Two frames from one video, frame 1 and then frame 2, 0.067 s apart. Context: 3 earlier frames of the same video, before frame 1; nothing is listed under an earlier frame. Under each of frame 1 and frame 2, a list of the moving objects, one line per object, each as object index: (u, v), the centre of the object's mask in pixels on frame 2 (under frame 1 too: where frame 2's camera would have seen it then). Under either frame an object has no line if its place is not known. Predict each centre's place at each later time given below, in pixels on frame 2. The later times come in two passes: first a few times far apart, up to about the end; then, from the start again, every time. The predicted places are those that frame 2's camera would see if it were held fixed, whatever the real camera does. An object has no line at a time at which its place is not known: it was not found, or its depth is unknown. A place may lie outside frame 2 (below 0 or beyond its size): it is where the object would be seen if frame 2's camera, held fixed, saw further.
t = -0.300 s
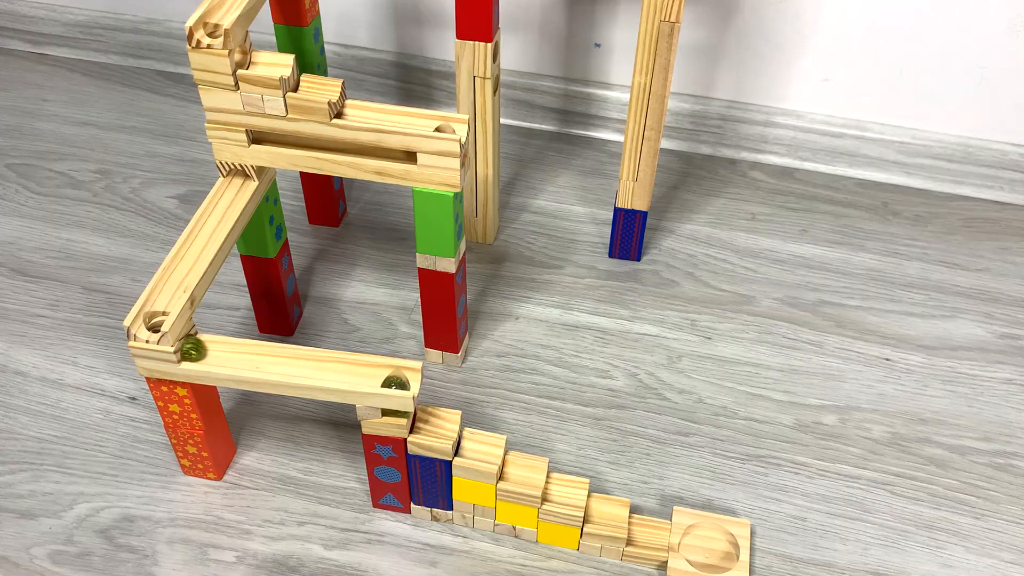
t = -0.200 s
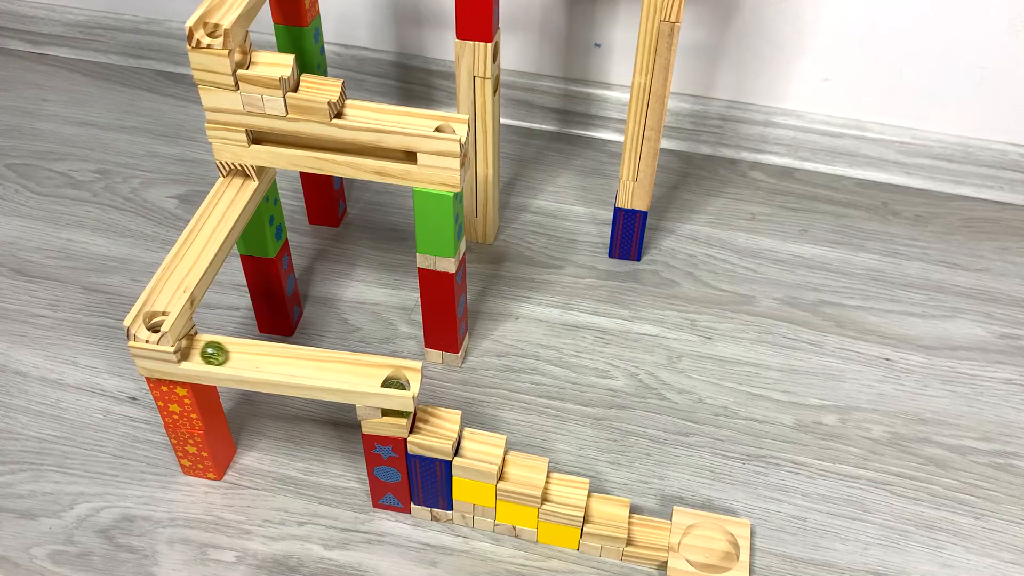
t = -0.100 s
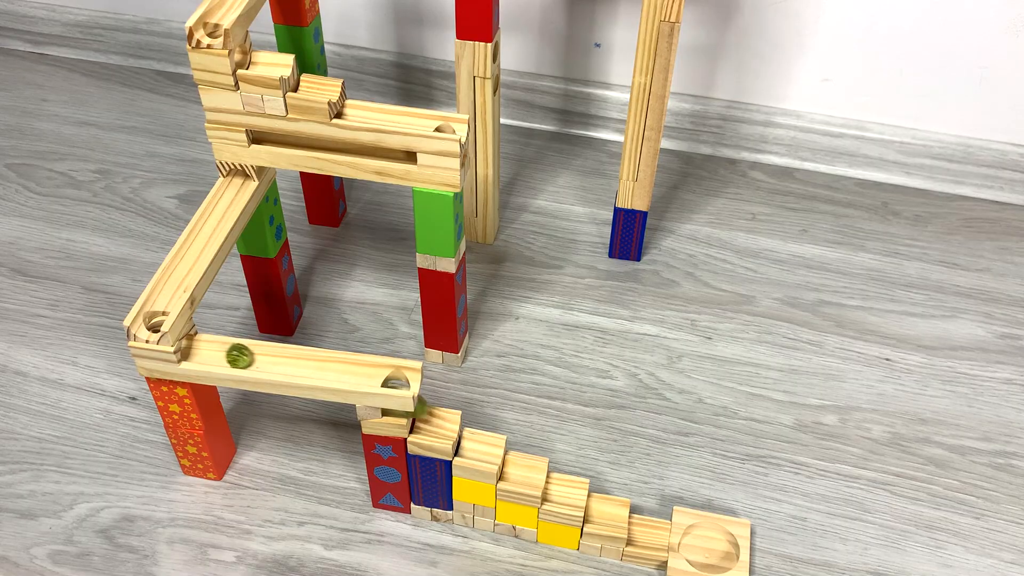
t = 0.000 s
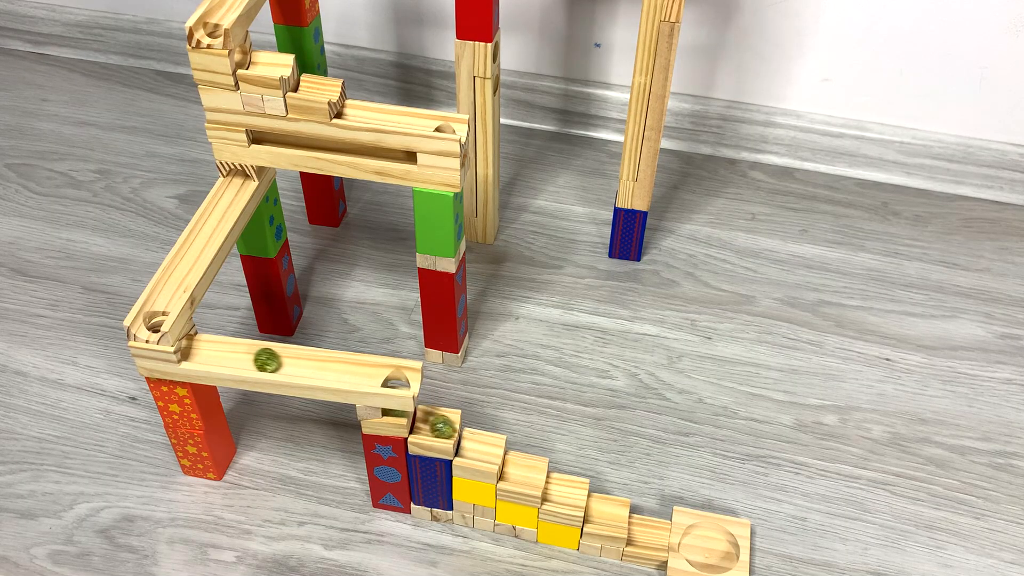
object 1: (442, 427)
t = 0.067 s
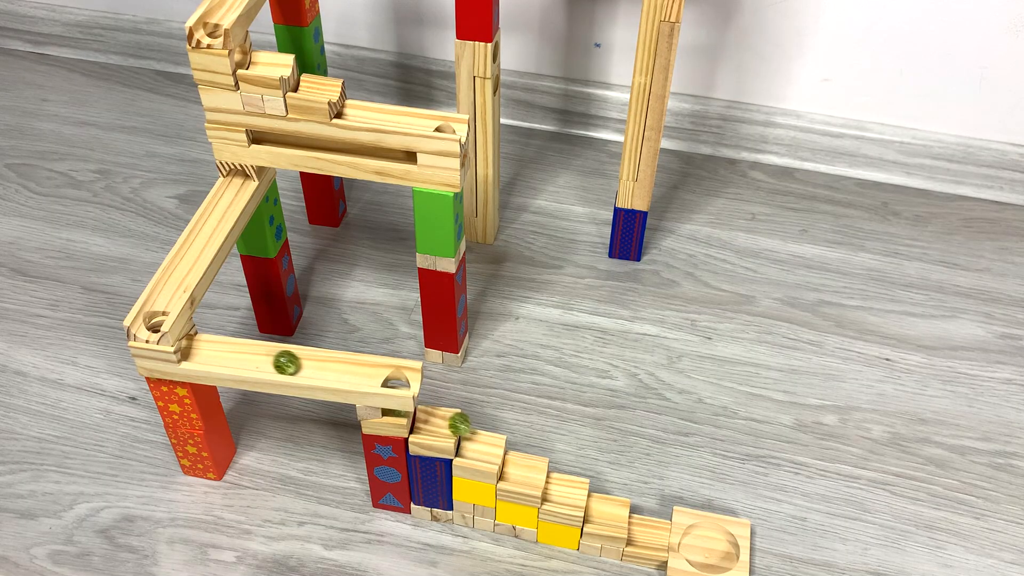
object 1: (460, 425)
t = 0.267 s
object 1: (511, 453)
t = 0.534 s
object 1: (590, 495)
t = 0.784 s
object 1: (668, 523)
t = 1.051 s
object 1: (728, 549)
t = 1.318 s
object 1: (696, 539)
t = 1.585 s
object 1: (695, 556)
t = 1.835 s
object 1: (701, 563)
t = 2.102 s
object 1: (699, 561)
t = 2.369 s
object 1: (699, 561)
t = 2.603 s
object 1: (699, 561)
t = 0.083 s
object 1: (464, 426)
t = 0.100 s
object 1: (470, 431)
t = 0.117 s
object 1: (473, 437)
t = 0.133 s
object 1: (477, 444)
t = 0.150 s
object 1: (481, 449)
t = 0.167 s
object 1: (484, 450)
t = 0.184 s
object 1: (488, 451)
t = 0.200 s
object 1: (492, 452)
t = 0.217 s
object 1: (497, 450)
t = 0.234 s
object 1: (502, 449)
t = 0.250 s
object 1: (506, 450)
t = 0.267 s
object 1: (511, 453)
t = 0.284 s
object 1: (516, 459)
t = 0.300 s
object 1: (520, 466)
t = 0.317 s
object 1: (524, 473)
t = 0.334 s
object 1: (528, 474)
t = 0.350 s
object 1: (532, 476)
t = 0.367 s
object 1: (536, 477)
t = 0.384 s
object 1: (541, 478)
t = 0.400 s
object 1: (545, 479)
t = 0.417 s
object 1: (551, 479)
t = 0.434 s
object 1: (557, 479)
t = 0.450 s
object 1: (564, 482)
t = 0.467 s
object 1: (569, 487)
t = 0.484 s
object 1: (574, 492)
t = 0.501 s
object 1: (579, 493)
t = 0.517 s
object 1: (585, 494)
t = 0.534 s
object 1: (590, 495)
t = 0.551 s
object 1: (597, 497)
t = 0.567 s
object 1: (601, 500)
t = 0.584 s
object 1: (607, 507)
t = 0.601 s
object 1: (611, 512)
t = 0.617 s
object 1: (616, 514)
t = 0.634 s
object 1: (621, 514)
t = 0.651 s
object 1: (626, 514)
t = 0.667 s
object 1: (632, 513)
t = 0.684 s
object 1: (637, 513)
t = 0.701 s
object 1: (641, 515)
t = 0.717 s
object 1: (646, 518)
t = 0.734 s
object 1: (652, 518)
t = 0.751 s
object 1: (657, 519)
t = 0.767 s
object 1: (663, 521)
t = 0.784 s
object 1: (668, 523)
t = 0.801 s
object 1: (673, 525)
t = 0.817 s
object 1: (678, 528)
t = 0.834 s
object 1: (682, 534)
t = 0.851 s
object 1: (686, 541)
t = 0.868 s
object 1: (690, 546)
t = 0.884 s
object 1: (701, 553)
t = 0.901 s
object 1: (708, 560)
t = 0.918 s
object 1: (716, 564)
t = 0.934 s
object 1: (720, 564)
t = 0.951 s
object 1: (724, 562)
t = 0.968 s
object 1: (726, 561)
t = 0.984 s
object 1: (728, 559)
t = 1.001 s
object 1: (729, 556)
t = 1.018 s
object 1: (729, 554)
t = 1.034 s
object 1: (729, 551)
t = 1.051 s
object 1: (728, 549)
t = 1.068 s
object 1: (727, 546)
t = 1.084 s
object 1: (726, 544)
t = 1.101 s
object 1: (723, 542)
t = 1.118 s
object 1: (721, 540)
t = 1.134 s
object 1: (719, 539)
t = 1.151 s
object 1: (716, 538)
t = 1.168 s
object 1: (714, 537)
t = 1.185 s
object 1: (712, 536)
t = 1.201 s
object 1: (709, 535)
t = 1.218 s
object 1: (707, 535)
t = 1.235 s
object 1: (705, 536)
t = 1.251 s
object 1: (703, 536)
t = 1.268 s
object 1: (701, 537)
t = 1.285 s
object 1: (699, 537)
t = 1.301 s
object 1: (698, 538)
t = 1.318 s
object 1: (696, 539)
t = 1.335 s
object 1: (695, 540)
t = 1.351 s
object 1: (693, 541)
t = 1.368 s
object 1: (692, 543)
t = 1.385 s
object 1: (691, 544)
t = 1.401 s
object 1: (691, 545)
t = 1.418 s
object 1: (690, 547)
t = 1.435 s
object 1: (690, 548)
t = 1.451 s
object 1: (690, 549)
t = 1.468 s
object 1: (690, 550)
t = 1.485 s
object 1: (691, 551)
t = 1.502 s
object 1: (692, 552)
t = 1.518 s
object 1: (692, 553)
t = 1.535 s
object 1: (693, 554)
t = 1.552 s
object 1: (693, 554)
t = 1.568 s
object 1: (694, 555)
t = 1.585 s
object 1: (695, 556)
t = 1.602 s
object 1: (696, 557)
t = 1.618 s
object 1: (696, 557)
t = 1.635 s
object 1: (696, 558)
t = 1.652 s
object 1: (697, 558)
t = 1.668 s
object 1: (697, 559)
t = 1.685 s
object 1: (698, 560)
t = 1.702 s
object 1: (698, 560)
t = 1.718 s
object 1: (698, 561)
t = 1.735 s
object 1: (698, 561)
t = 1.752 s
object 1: (699, 561)
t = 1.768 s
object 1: (699, 562)
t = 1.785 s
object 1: (700, 562)
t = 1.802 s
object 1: (700, 562)
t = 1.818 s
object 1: (701, 562)
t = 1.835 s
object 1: (701, 563)
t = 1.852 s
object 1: (701, 563)
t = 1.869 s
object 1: (701, 562)
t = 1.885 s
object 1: (701, 562)
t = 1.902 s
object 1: (701, 562)
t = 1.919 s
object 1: (701, 562)
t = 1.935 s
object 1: (701, 562)
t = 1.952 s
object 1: (700, 562)
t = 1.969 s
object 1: (700, 562)
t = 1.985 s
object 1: (700, 562)
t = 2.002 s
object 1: (700, 562)
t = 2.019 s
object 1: (700, 562)
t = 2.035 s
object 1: (699, 562)
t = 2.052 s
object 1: (699, 562)
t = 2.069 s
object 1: (699, 561)
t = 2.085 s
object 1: (699, 561)
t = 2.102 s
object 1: (699, 561)
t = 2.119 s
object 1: (699, 561)
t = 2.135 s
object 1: (699, 561)
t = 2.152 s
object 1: (699, 562)
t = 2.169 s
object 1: (699, 561)
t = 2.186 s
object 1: (699, 562)
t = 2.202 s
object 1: (699, 561)
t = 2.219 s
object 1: (699, 561)
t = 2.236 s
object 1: (699, 561)
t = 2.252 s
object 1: (699, 561)
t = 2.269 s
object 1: (699, 561)
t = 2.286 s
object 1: (699, 561)
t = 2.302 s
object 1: (699, 561)
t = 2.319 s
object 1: (699, 561)
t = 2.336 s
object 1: (699, 561)
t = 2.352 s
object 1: (699, 561)
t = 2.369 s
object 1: (699, 561)
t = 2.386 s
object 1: (699, 561)
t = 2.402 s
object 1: (699, 561)
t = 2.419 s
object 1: (699, 561)
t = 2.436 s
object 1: (699, 561)
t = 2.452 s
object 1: (699, 561)
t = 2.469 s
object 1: (699, 561)
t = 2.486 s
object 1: (699, 561)
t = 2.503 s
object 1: (699, 561)
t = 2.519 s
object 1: (699, 561)
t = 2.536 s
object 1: (699, 561)
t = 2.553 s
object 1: (699, 561)
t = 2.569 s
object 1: (699, 561)
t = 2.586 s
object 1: (699, 561)
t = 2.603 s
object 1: (699, 561)
